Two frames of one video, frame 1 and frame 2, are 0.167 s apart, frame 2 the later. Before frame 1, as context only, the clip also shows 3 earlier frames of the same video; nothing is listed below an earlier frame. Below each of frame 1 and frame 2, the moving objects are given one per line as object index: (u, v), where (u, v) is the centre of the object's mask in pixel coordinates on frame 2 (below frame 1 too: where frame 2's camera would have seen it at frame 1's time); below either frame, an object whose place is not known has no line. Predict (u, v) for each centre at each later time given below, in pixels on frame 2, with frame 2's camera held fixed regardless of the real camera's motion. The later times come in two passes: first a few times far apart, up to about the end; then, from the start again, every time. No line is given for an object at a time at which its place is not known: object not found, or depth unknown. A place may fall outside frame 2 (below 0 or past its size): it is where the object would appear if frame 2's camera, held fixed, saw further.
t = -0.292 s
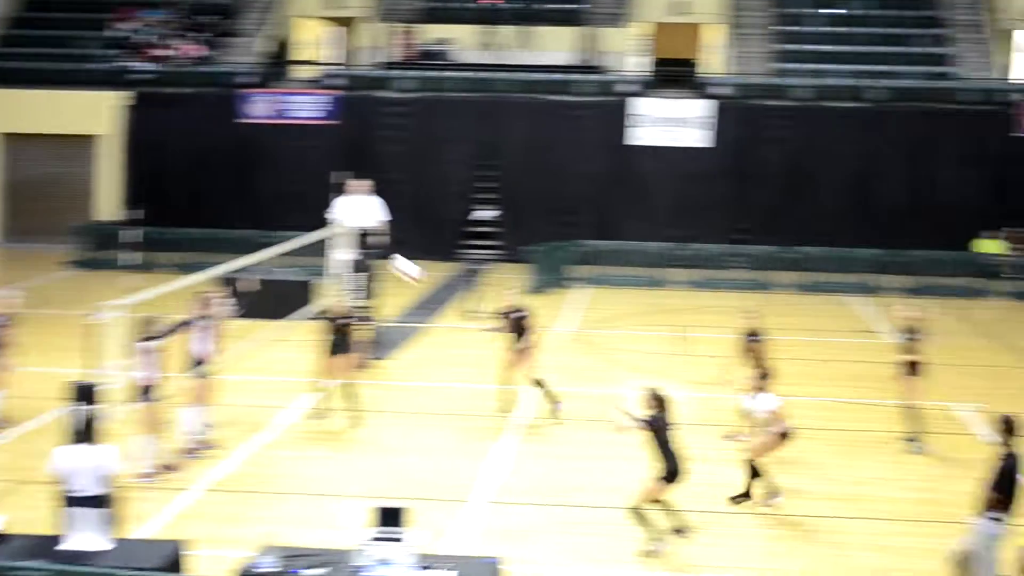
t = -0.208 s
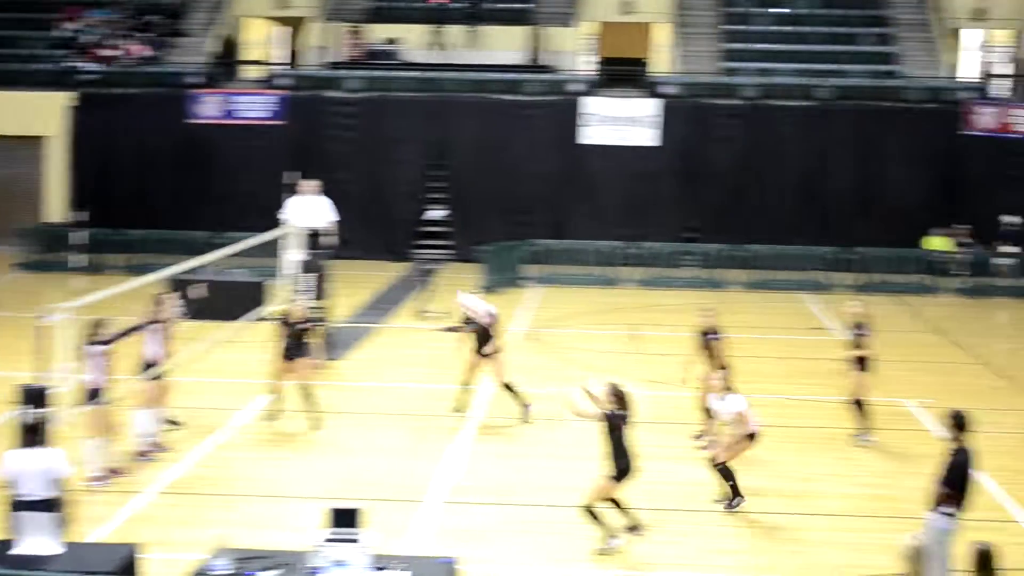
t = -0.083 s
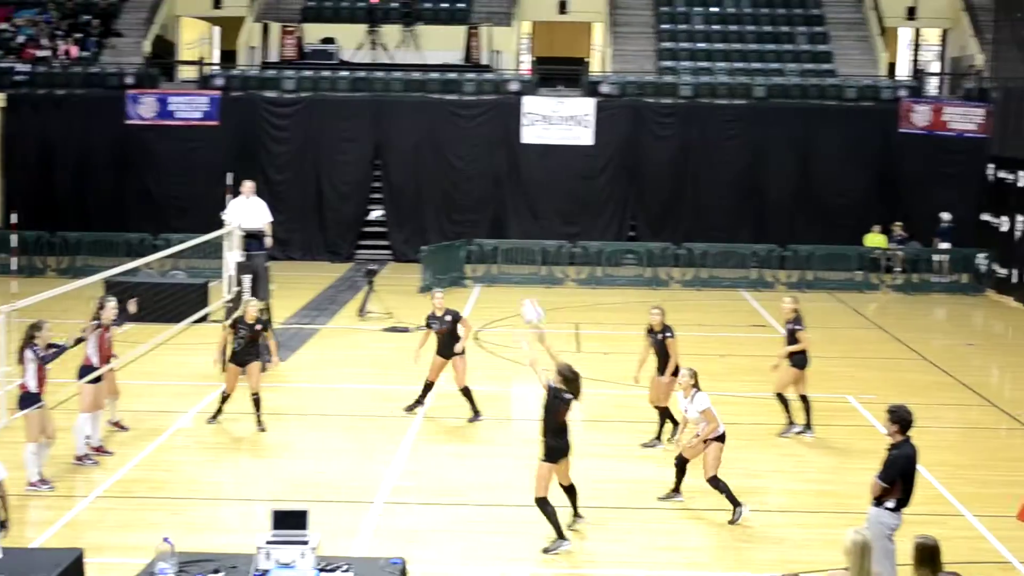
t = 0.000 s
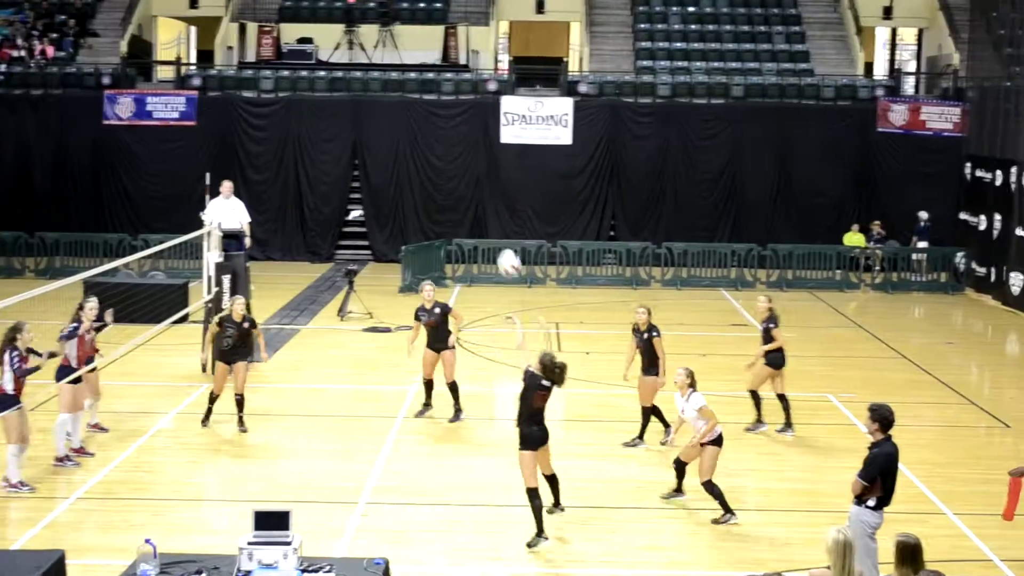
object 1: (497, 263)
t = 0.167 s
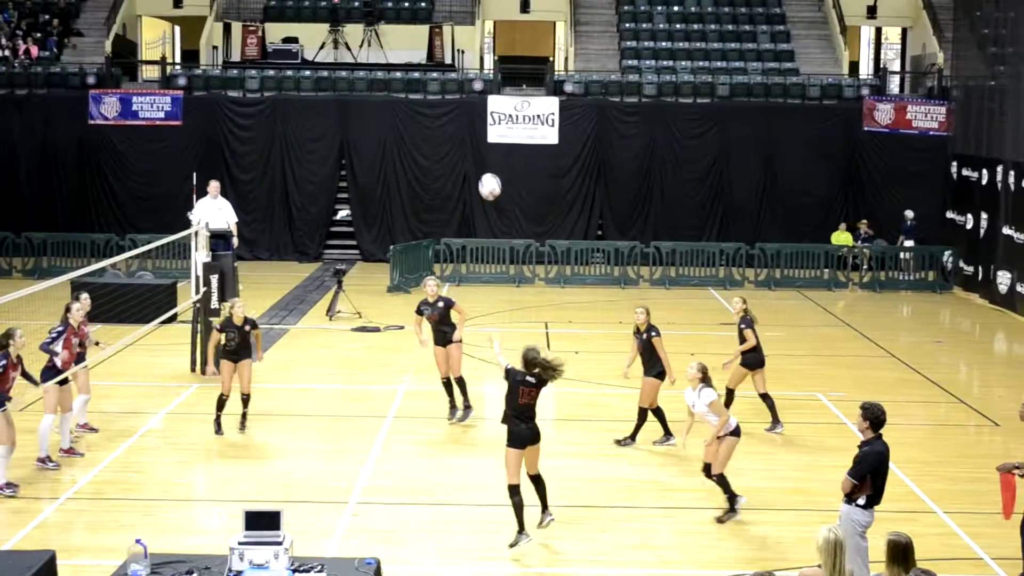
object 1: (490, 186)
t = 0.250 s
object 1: (486, 159)
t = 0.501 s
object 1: (476, 120)
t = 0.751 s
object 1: (467, 142)
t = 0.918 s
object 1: (462, 189)
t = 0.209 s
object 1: (488, 172)
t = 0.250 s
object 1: (486, 159)
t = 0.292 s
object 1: (485, 148)
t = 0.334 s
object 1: (483, 139)
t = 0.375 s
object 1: (481, 131)
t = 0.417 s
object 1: (479, 126)
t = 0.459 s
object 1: (478, 122)
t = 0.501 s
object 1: (476, 120)
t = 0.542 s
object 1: (475, 119)
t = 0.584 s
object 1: (474, 120)
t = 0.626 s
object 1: (472, 124)
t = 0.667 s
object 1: (471, 129)
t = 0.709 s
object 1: (469, 135)
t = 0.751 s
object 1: (467, 142)
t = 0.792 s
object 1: (466, 152)
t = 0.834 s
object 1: (465, 163)
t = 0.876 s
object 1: (463, 175)
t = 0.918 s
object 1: (462, 189)
